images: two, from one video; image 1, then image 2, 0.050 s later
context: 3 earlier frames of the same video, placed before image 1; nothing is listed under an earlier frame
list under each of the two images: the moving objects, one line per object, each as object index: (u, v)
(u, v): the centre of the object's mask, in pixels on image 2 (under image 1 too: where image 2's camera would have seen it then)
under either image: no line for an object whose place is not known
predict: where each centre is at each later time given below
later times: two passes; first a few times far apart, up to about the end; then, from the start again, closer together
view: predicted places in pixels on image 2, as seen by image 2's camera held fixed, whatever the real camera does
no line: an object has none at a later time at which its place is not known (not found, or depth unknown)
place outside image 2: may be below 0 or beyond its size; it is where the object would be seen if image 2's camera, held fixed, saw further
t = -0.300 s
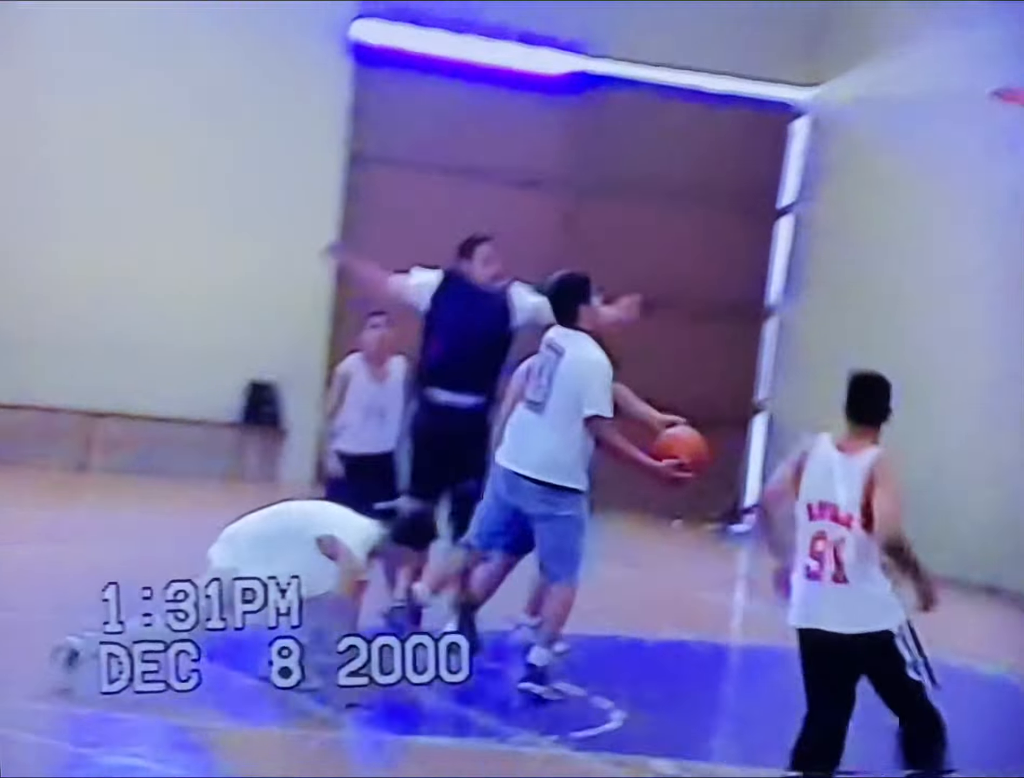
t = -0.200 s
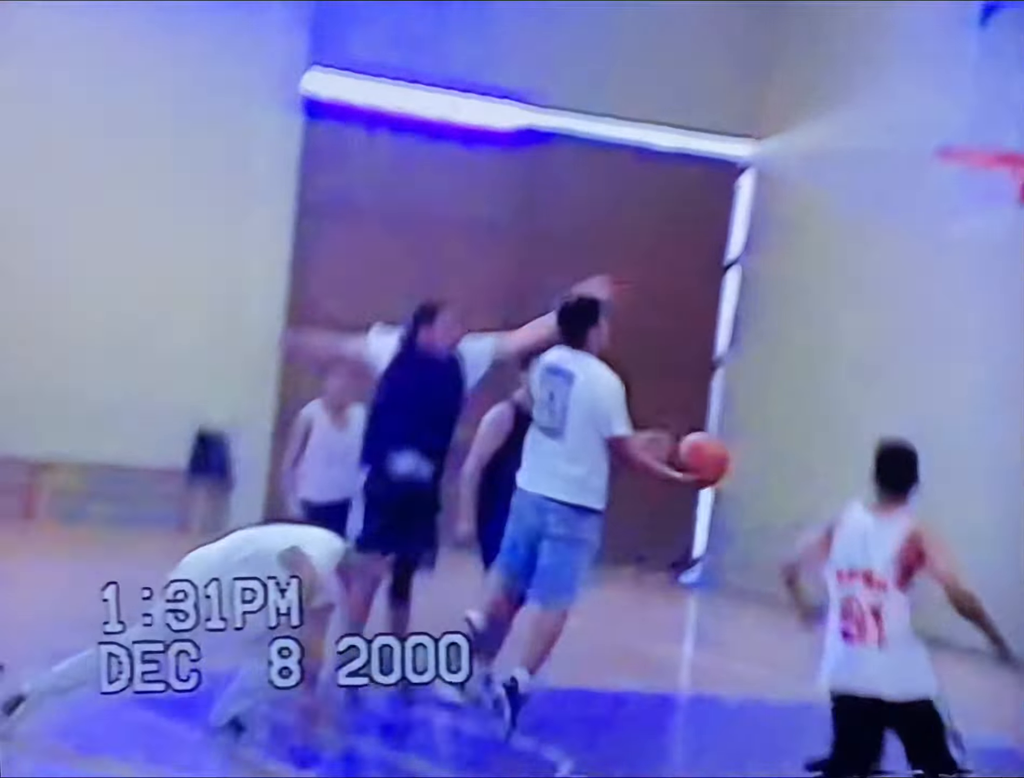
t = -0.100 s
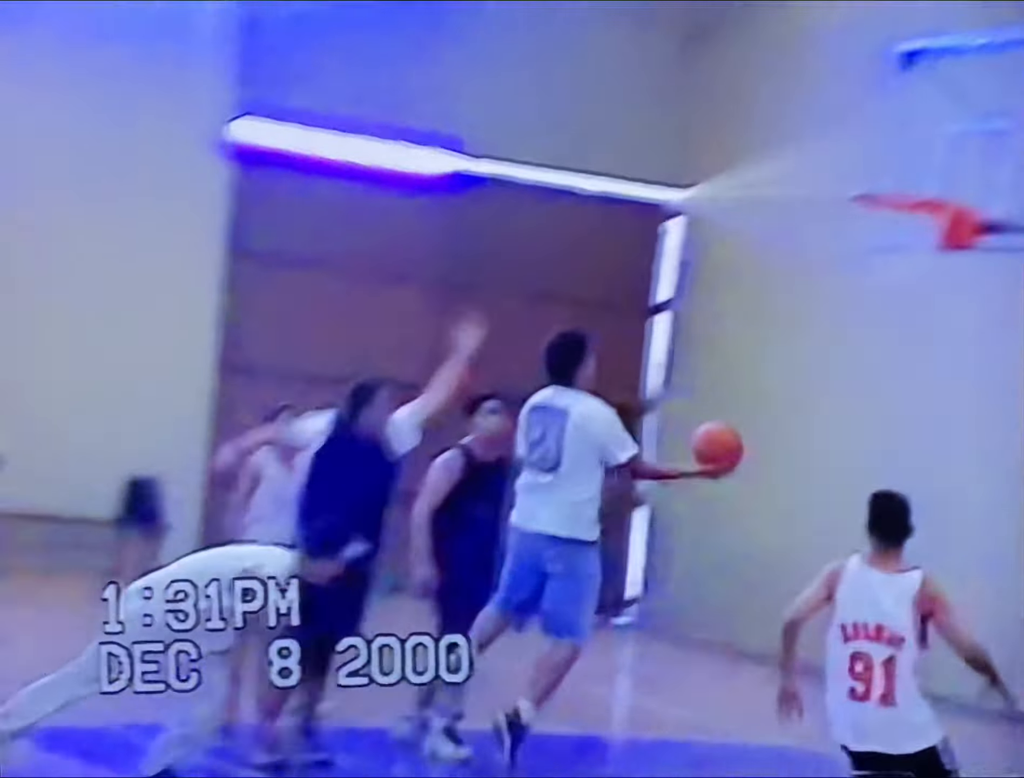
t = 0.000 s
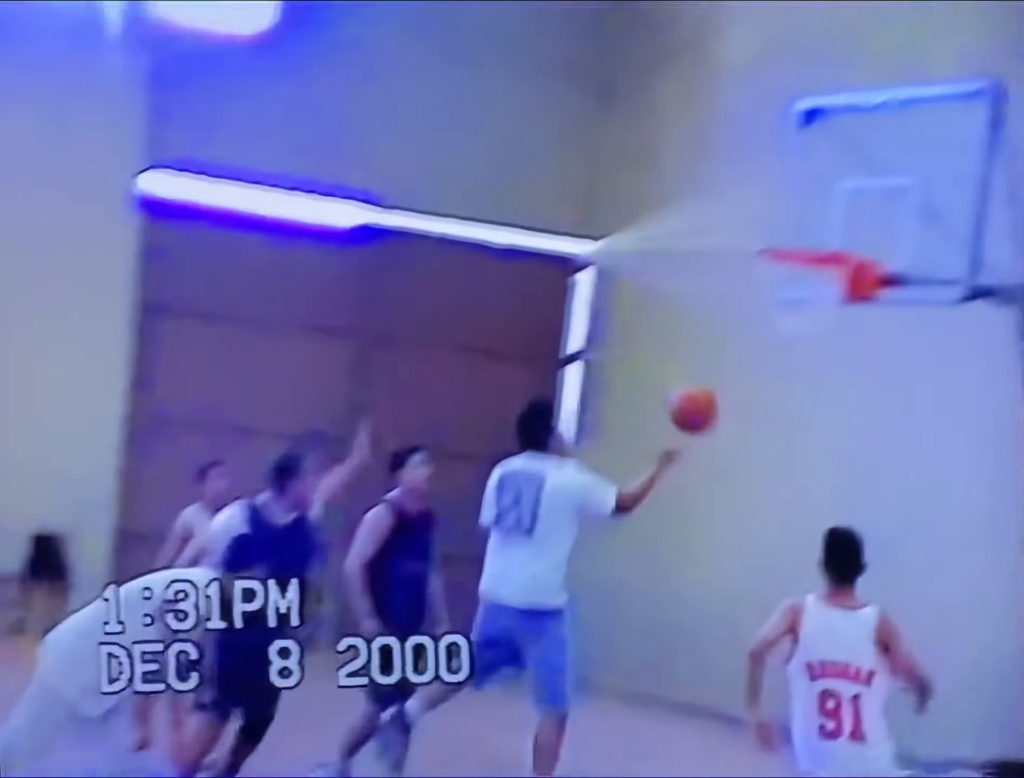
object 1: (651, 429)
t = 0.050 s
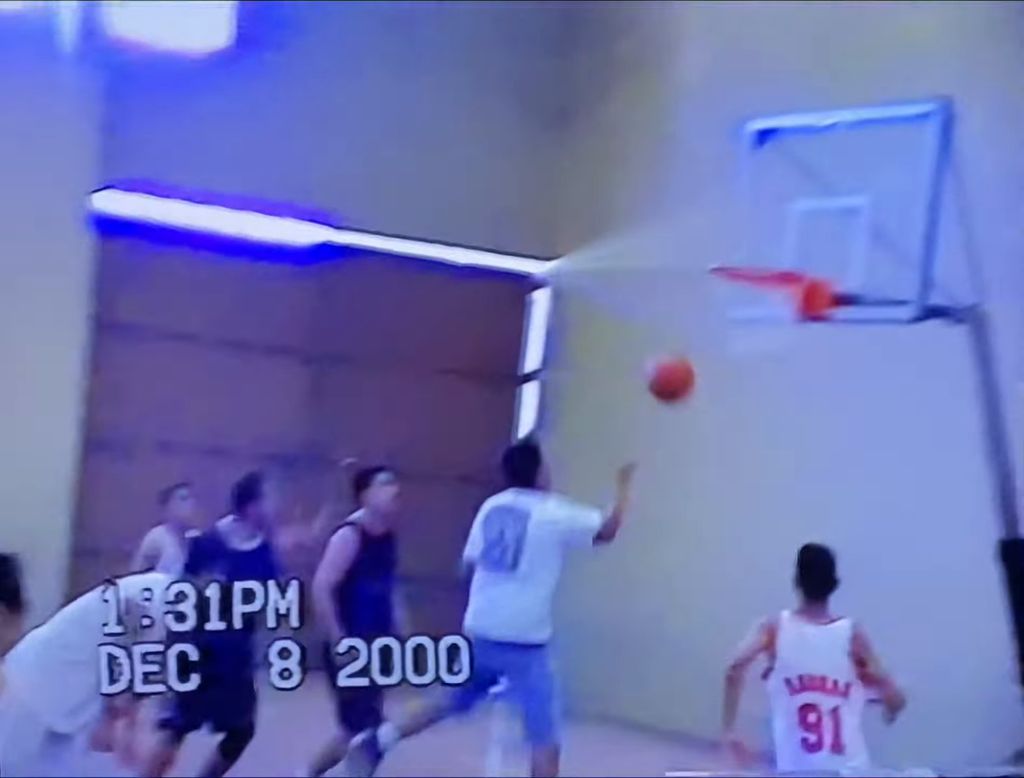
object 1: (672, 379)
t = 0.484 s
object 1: (815, 186)
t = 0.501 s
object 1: (820, 187)
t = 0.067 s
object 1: (677, 364)
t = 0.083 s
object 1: (684, 349)
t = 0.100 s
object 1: (690, 336)
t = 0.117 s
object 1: (696, 324)
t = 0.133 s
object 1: (702, 310)
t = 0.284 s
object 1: (756, 225)
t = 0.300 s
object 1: (761, 219)
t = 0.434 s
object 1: (802, 188)
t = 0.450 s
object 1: (806, 187)
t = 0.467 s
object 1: (811, 187)
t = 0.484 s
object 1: (815, 186)
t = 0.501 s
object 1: (820, 187)
